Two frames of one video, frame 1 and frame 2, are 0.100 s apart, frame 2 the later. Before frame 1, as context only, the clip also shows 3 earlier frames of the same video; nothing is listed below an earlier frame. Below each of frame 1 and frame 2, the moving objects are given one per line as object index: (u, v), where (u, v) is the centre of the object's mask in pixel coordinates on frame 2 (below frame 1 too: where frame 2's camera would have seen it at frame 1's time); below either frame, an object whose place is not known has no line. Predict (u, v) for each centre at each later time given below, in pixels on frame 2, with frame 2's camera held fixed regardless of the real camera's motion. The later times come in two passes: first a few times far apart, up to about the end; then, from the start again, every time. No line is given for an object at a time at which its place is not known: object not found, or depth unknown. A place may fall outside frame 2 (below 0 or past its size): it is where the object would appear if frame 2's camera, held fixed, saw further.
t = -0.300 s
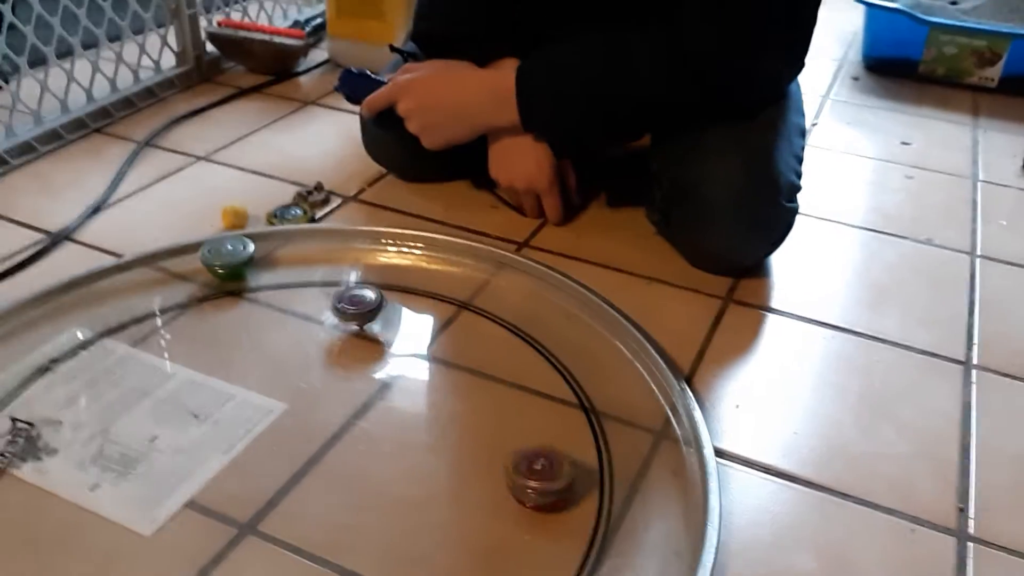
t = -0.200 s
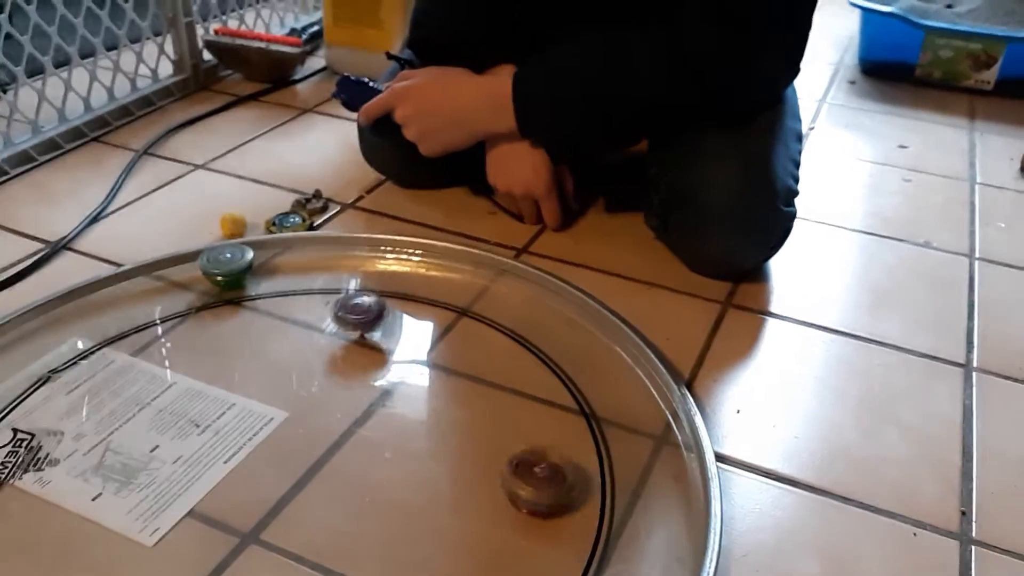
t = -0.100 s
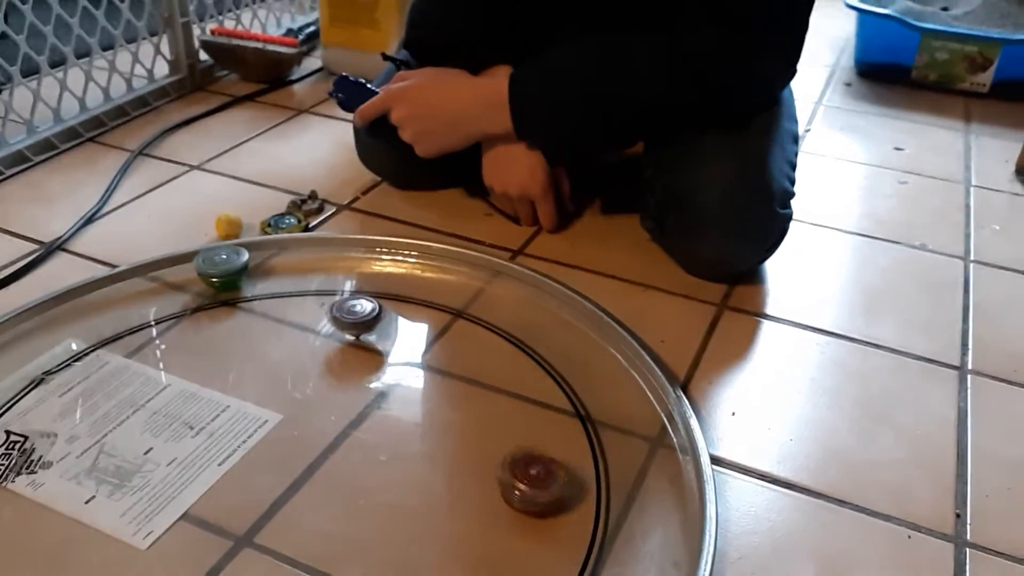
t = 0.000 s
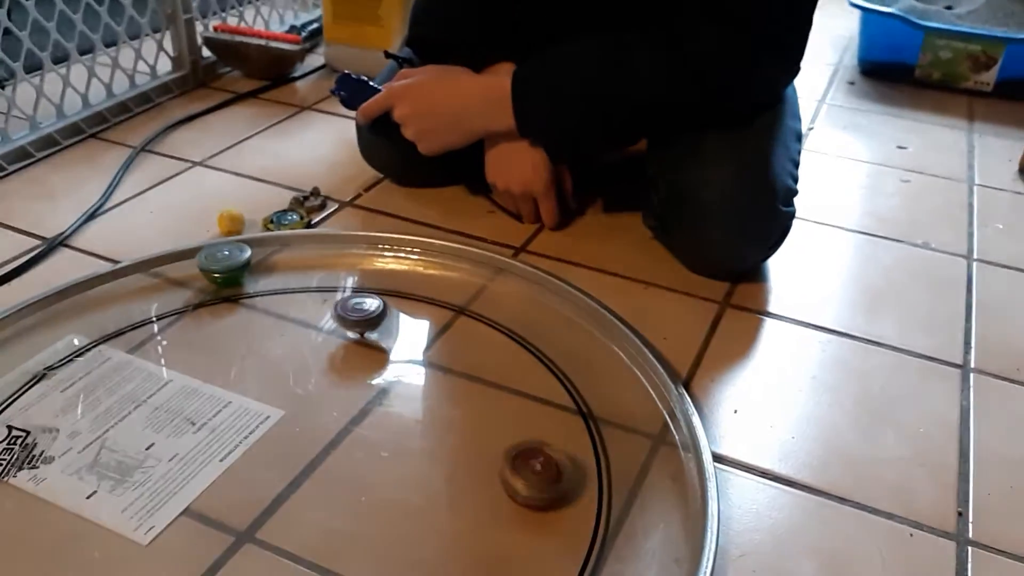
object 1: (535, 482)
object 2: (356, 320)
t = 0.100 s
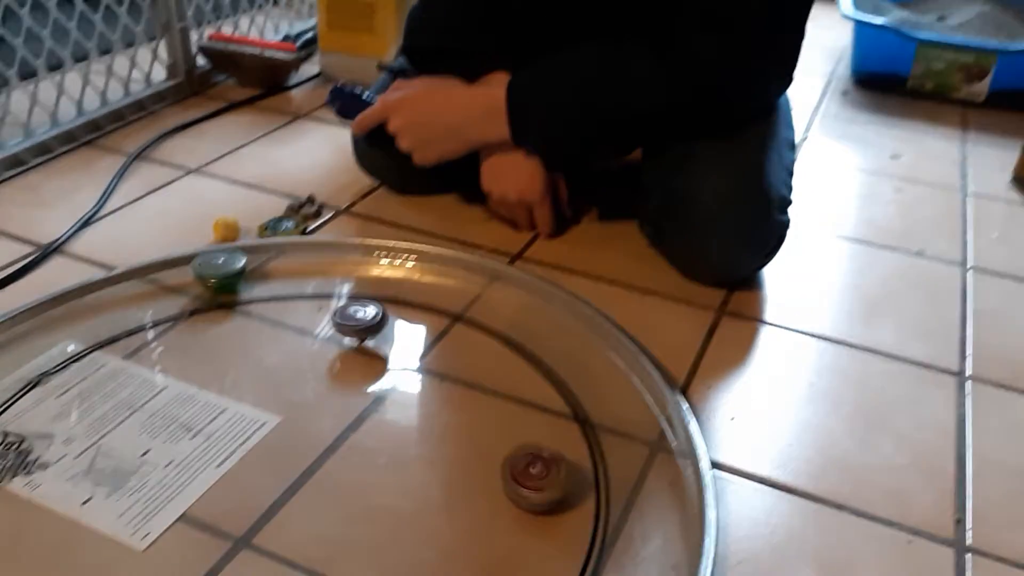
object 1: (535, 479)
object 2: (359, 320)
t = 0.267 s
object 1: (548, 481)
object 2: (365, 319)
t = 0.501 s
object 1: (546, 488)
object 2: (370, 317)
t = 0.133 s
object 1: (539, 479)
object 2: (360, 320)
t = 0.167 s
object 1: (540, 480)
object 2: (361, 320)
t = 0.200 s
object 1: (543, 481)
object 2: (362, 320)
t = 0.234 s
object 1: (542, 481)
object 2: (364, 320)
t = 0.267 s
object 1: (548, 481)
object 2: (365, 319)
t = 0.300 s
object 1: (546, 482)
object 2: (365, 319)
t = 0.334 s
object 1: (548, 483)
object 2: (367, 318)
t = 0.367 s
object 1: (546, 485)
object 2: (368, 318)
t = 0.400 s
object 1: (548, 486)
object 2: (368, 318)
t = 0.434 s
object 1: (548, 487)
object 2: (369, 317)
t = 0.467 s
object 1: (548, 488)
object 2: (371, 317)
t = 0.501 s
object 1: (546, 488)
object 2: (370, 317)
